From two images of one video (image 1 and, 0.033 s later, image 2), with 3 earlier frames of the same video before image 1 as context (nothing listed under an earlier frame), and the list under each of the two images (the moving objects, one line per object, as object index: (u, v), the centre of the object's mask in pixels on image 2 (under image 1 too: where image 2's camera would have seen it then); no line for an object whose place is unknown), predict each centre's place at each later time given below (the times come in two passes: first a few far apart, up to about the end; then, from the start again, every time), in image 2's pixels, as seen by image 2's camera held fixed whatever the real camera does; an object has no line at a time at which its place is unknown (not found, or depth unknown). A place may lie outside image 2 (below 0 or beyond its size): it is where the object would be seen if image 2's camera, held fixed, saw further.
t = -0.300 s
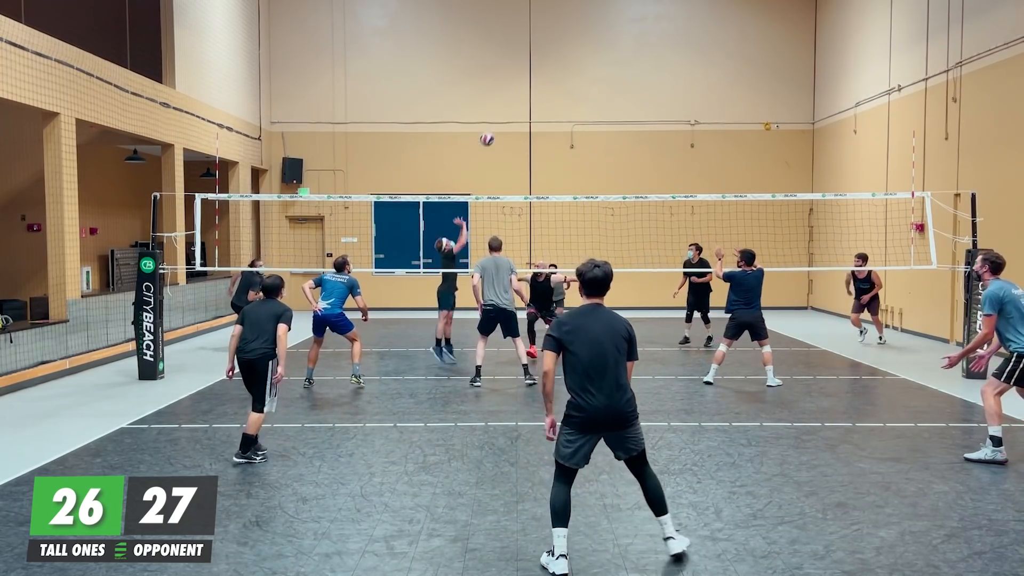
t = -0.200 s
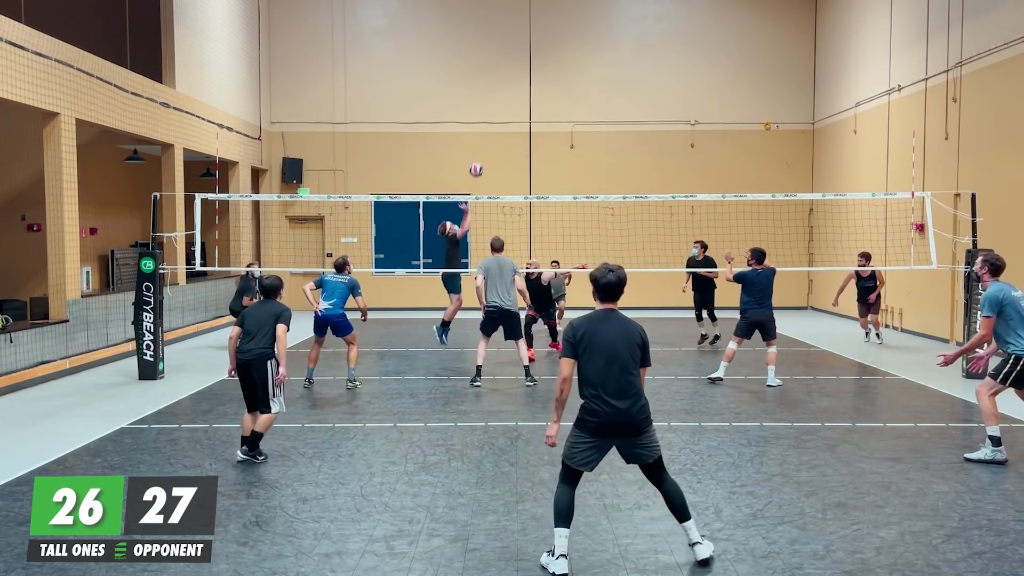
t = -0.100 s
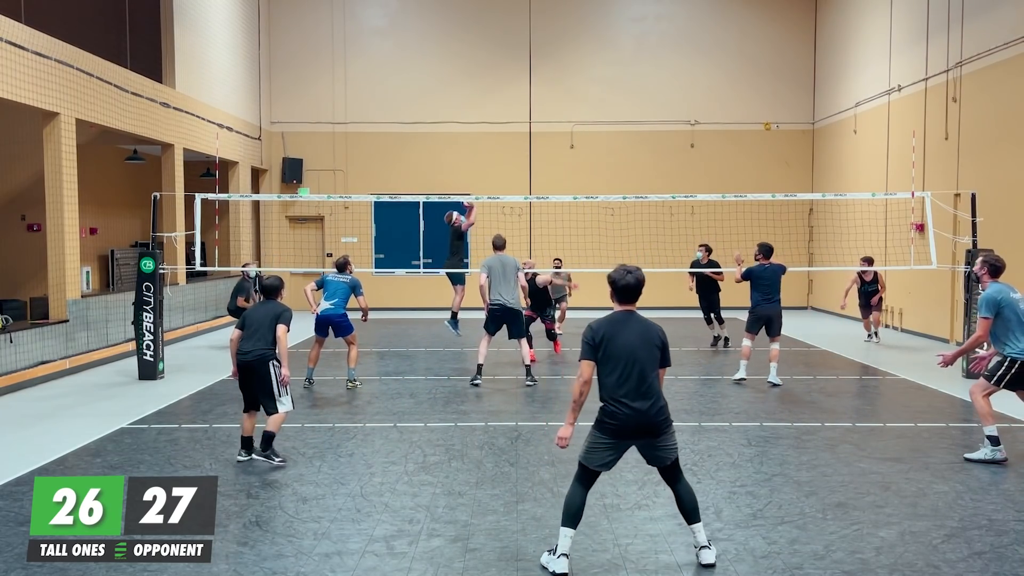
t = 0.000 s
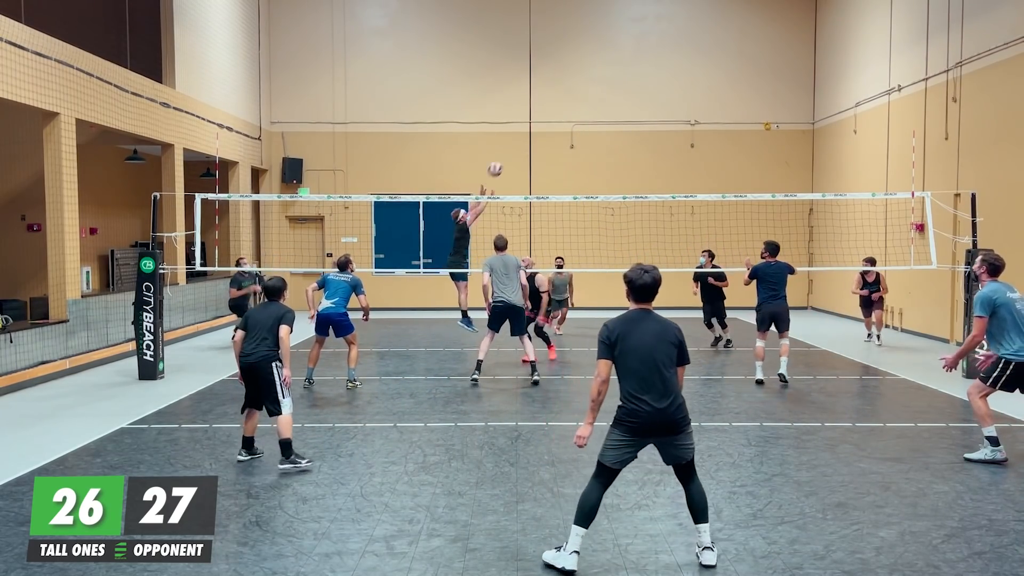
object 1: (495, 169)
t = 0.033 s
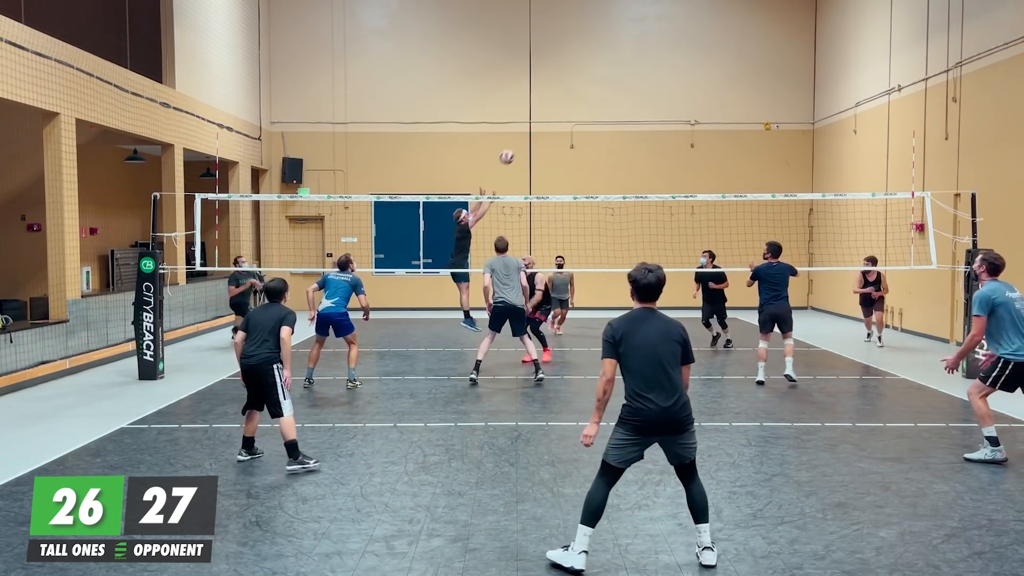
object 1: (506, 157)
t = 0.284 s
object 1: (593, 89)
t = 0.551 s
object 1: (681, 64)
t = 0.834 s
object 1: (770, 92)
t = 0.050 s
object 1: (512, 151)
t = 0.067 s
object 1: (518, 145)
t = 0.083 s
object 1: (524, 140)
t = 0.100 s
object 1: (530, 134)
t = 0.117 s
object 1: (536, 130)
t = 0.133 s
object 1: (541, 125)
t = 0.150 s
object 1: (547, 120)
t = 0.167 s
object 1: (553, 115)
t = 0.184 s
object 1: (559, 111)
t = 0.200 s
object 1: (564, 107)
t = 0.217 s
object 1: (570, 103)
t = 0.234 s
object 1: (576, 99)
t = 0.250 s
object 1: (581, 96)
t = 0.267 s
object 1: (587, 92)
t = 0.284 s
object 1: (593, 89)
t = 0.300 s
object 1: (598, 86)
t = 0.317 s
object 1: (604, 83)
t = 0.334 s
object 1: (609, 81)
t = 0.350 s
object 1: (615, 78)
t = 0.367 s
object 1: (621, 76)
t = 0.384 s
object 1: (626, 74)
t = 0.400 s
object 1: (632, 72)
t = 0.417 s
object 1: (637, 70)
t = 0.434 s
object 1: (643, 69)
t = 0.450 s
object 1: (648, 68)
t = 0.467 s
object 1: (654, 67)
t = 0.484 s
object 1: (659, 66)
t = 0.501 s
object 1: (664, 65)
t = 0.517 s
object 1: (670, 64)
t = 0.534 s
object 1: (675, 64)
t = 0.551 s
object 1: (681, 64)
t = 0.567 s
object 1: (686, 64)
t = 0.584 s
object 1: (692, 65)
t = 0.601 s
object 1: (697, 65)
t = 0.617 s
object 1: (702, 66)
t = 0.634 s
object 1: (708, 67)
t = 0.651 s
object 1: (713, 68)
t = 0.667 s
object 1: (718, 69)
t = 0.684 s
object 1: (724, 71)
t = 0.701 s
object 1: (729, 72)
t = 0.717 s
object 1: (734, 74)
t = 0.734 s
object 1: (739, 76)
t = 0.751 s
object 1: (745, 79)
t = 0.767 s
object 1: (750, 81)
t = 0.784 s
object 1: (755, 84)
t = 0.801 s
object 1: (760, 86)
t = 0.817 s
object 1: (765, 89)
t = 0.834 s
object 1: (770, 92)
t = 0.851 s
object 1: (775, 96)
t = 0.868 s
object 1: (780, 99)
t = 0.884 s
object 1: (785, 103)
